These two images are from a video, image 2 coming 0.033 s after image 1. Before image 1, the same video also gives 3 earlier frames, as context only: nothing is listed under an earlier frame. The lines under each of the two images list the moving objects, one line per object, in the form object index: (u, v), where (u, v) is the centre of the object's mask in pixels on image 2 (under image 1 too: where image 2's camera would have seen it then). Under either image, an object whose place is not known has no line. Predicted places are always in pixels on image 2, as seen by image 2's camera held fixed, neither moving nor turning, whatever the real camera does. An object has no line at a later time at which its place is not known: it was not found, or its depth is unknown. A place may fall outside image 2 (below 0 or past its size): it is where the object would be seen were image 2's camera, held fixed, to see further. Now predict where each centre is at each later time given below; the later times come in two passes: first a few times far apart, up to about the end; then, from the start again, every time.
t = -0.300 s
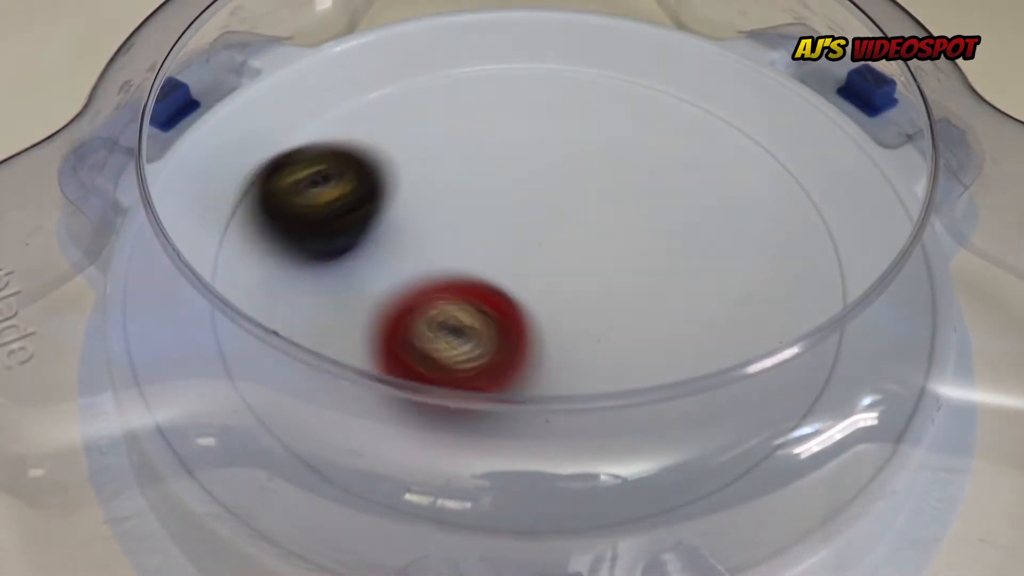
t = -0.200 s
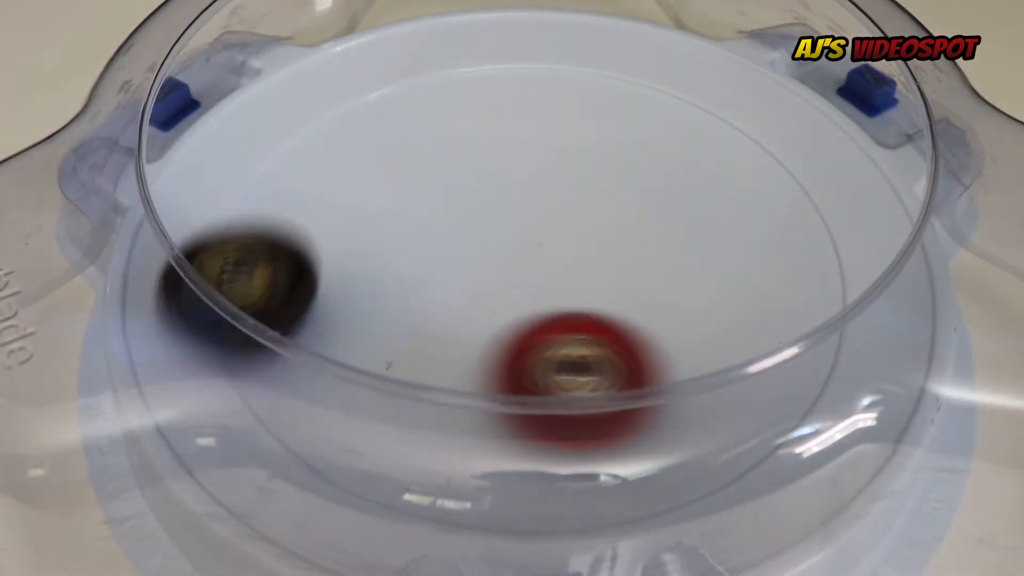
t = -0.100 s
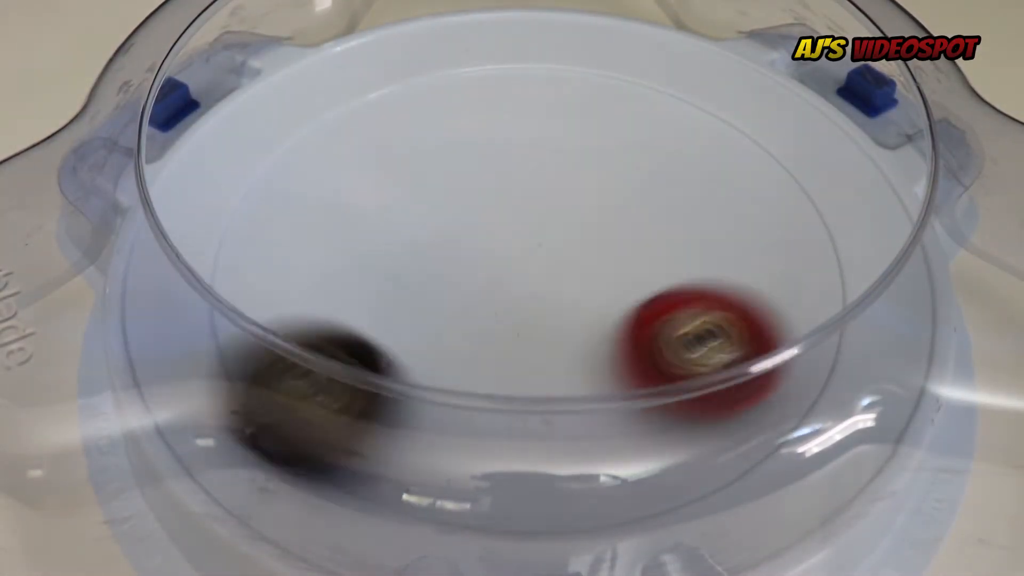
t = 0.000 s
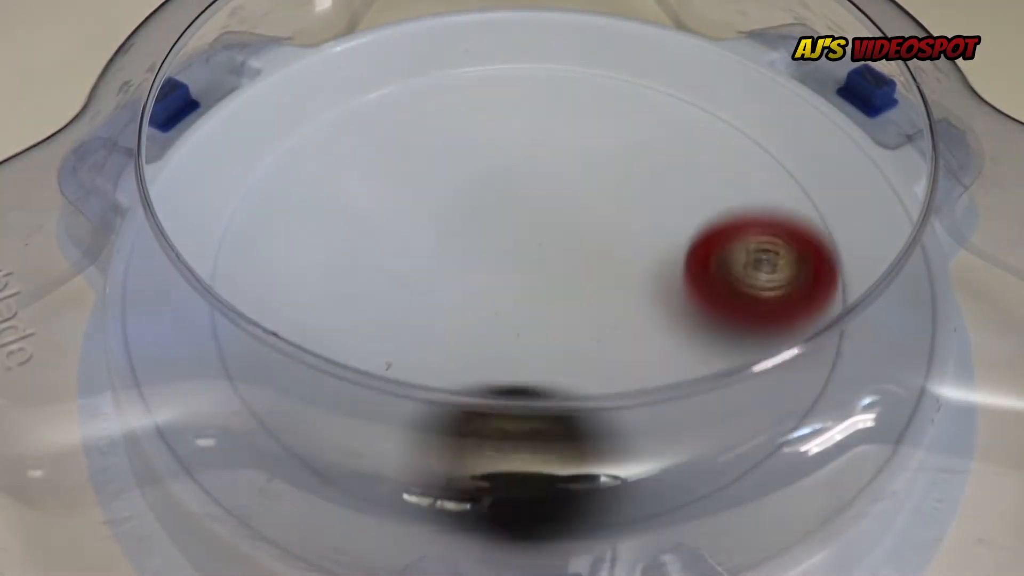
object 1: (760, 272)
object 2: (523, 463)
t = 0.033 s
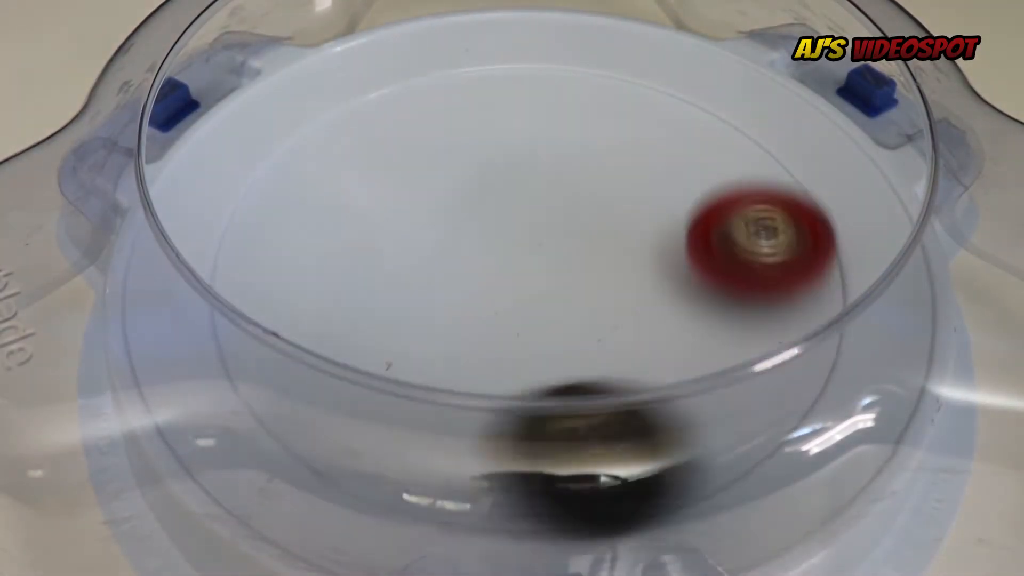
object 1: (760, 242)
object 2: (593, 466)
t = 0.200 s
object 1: (645, 137)
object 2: (773, 287)
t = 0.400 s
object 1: (426, 142)
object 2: (577, 95)
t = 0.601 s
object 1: (295, 267)
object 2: (249, 105)
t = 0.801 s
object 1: (428, 421)
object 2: (220, 319)
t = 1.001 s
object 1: (734, 341)
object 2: (579, 396)
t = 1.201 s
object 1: (809, 163)
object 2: (695, 229)
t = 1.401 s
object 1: (659, 82)
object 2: (506, 72)
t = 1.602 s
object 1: (472, 88)
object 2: (281, 134)
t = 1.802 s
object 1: (413, 230)
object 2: (331, 328)
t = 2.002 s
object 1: (576, 326)
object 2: (607, 450)
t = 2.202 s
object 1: (736, 280)
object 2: (782, 410)
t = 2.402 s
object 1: (738, 181)
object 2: (706, 312)
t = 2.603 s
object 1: (560, 171)
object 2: (505, 283)
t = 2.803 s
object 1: (414, 228)
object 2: (323, 306)
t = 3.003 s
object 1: (432, 313)
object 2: (230, 390)
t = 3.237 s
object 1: (592, 256)
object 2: (255, 375)
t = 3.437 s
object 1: (560, 153)
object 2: (404, 302)
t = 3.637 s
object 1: (473, 66)
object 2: (438, 256)
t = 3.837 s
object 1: (413, 75)
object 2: (476, 246)
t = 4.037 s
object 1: (416, 129)
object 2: (576, 276)
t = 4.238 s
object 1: (483, 151)
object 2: (740, 286)
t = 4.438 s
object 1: (594, 158)
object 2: (777, 231)
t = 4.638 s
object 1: (607, 117)
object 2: (705, 231)
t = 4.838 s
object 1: (511, 168)
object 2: (578, 275)
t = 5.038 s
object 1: (472, 169)
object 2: (426, 342)
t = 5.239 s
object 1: (456, 232)
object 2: (320, 372)
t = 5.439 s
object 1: (555, 270)
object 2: (341, 316)
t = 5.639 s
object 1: (630, 227)
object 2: (403, 246)
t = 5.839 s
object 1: (591, 188)
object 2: (449, 156)
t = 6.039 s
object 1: (552, 226)
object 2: (459, 94)
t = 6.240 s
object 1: (559, 285)
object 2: (491, 108)
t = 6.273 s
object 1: (566, 291)
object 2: (499, 116)
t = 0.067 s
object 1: (750, 214)
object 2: (672, 449)
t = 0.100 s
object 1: (733, 189)
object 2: (718, 414)
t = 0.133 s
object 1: (708, 168)
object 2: (752, 376)
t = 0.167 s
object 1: (679, 150)
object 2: (757, 316)
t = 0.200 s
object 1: (645, 137)
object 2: (773, 287)
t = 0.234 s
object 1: (609, 128)
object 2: (763, 246)
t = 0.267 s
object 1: (571, 123)
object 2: (740, 206)
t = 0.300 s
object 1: (534, 123)
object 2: (709, 171)
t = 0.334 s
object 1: (497, 126)
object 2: (671, 141)
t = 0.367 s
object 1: (460, 132)
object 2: (627, 115)
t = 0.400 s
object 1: (426, 142)
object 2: (577, 95)
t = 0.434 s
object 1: (394, 154)
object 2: (524, 78)
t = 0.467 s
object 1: (365, 172)
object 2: (466, 70)
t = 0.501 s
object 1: (340, 191)
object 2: (409, 67)
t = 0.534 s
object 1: (319, 214)
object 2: (352, 70)
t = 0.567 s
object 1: (304, 240)
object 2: (298, 84)
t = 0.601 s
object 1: (295, 267)
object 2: (249, 105)
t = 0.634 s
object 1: (301, 289)
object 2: (209, 130)
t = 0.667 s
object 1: (304, 324)
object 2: (198, 165)
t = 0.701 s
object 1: (320, 353)
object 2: (183, 201)
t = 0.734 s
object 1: (347, 383)
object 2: (184, 242)
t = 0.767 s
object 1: (384, 407)
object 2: (197, 277)
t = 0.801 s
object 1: (428, 421)
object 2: (220, 319)
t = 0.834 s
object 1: (477, 428)
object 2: (267, 367)
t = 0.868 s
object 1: (531, 416)
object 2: (327, 402)
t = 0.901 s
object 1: (584, 395)
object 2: (399, 399)
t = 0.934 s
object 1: (640, 389)
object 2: (458, 409)
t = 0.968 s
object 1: (687, 374)
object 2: (522, 414)
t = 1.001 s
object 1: (734, 341)
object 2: (579, 396)
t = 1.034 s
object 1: (762, 301)
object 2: (623, 388)
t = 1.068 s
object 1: (792, 273)
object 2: (661, 369)
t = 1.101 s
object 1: (807, 245)
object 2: (685, 330)
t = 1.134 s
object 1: (809, 217)
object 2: (704, 304)
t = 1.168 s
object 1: (810, 189)
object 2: (705, 269)
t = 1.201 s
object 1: (809, 163)
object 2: (695, 229)
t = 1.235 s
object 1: (802, 139)
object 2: (679, 195)
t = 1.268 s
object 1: (784, 120)
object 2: (657, 163)
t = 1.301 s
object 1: (754, 108)
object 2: (627, 134)
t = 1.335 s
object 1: (722, 97)
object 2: (591, 108)
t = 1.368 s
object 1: (691, 89)
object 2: (550, 87)
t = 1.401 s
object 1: (659, 82)
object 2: (506, 72)
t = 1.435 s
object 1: (627, 75)
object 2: (461, 63)
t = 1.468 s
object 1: (595, 70)
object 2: (416, 60)
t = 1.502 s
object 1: (564, 66)
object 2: (375, 63)
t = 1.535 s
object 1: (533, 67)
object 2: (340, 81)
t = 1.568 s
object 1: (501, 75)
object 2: (308, 107)
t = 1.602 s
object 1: (472, 88)
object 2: (281, 134)
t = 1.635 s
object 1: (448, 106)
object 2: (262, 161)
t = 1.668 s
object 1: (429, 128)
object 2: (253, 191)
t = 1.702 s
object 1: (416, 152)
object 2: (254, 225)
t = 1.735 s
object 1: (408, 178)
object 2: (269, 259)
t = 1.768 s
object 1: (407, 205)
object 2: (298, 289)
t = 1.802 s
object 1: (413, 230)
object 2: (331, 328)
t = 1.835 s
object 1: (428, 251)
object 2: (368, 352)
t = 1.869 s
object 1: (456, 271)
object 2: (400, 376)
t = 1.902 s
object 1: (486, 290)
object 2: (436, 405)
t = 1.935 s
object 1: (516, 306)
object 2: (500, 432)
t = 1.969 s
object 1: (546, 317)
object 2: (551, 443)
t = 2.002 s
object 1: (576, 326)
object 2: (607, 450)
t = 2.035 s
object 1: (607, 330)
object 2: (655, 451)
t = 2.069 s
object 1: (638, 328)
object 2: (697, 440)
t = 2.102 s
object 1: (668, 320)
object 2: (723, 433)
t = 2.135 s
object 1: (694, 305)
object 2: (744, 423)
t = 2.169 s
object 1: (716, 292)
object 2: (770, 420)
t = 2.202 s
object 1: (736, 280)
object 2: (782, 410)
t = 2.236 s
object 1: (752, 267)
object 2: (785, 383)
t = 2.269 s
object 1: (766, 252)
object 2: (785, 366)
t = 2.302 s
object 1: (774, 233)
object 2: (772, 352)
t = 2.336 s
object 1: (772, 214)
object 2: (753, 337)
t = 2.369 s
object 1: (759, 196)
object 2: (728, 317)
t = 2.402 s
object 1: (738, 181)
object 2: (706, 312)
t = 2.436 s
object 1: (712, 171)
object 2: (679, 303)
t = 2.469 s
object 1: (681, 166)
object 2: (649, 294)
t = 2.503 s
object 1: (649, 166)
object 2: (618, 286)
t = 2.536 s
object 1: (618, 168)
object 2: (583, 281)
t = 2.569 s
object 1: (587, 170)
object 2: (545, 280)
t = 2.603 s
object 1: (560, 171)
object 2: (505, 283)
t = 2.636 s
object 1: (532, 176)
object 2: (467, 286)
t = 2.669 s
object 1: (505, 183)
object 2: (435, 288)
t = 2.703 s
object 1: (479, 193)
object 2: (403, 292)
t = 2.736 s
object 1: (455, 203)
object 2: (374, 298)
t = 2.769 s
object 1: (434, 215)
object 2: (345, 304)
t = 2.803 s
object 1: (414, 228)
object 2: (323, 306)
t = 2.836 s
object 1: (397, 242)
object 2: (292, 326)
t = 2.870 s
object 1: (387, 258)
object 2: (266, 347)
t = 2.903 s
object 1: (381, 274)
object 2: (258, 352)
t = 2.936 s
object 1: (388, 288)
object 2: (249, 364)
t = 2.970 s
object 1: (408, 301)
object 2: (235, 384)
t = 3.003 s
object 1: (432, 313)
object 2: (230, 390)
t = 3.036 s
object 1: (459, 318)
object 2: (225, 394)
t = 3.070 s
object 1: (489, 319)
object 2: (220, 396)
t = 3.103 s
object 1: (519, 314)
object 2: (220, 396)
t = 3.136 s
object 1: (544, 304)
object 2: (223, 395)
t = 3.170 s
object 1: (565, 290)
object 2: (230, 393)
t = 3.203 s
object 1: (581, 274)
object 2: (238, 389)
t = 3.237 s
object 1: (592, 256)
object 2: (255, 375)
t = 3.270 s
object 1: (598, 237)
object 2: (272, 367)
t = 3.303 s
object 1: (599, 218)
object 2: (296, 362)
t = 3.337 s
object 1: (595, 199)
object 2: (329, 344)
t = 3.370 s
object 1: (588, 182)
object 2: (358, 323)
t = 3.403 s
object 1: (576, 167)
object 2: (381, 316)
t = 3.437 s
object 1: (560, 153)
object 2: (404, 302)
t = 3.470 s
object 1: (542, 143)
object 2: (424, 283)
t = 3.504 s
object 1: (520, 135)
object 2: (440, 263)
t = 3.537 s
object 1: (497, 131)
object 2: (454, 241)
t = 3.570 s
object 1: (482, 113)
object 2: (453, 238)
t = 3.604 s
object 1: (478, 87)
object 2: (444, 249)
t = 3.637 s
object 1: (473, 66)
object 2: (438, 256)
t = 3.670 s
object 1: (465, 52)
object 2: (439, 259)
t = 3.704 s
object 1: (454, 45)
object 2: (443, 259)
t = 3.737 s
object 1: (442, 43)
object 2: (450, 257)
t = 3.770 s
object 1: (431, 50)
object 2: (458, 254)
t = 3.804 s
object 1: (422, 61)
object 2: (467, 250)
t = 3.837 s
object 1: (413, 75)
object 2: (476, 246)
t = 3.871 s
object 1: (405, 90)
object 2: (485, 241)
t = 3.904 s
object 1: (403, 107)
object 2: (494, 236)
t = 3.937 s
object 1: (407, 126)
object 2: (502, 230)
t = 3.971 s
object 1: (417, 142)
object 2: (511, 228)
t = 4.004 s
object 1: (416, 134)
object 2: (545, 255)
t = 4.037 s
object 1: (416, 129)
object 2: (576, 276)
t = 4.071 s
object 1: (420, 129)
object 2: (606, 289)
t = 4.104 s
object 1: (428, 131)
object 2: (636, 297)
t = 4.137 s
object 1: (437, 136)
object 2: (665, 299)
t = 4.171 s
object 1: (450, 141)
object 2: (693, 297)
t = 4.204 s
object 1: (466, 146)
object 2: (719, 293)
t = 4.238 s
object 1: (483, 151)
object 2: (740, 286)
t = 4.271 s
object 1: (502, 155)
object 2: (757, 277)
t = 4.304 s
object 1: (521, 158)
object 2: (771, 267)
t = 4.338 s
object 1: (540, 159)
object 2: (779, 257)
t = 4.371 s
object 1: (559, 160)
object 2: (783, 248)
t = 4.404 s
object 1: (577, 159)
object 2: (782, 239)
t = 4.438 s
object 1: (594, 158)
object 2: (777, 231)
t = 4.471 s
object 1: (609, 156)
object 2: (769, 224)
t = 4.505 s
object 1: (622, 153)
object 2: (757, 218)
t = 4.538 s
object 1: (631, 149)
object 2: (744, 213)
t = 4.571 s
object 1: (629, 136)
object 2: (734, 218)
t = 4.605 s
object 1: (620, 124)
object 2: (720, 225)
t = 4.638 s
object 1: (607, 117)
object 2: (705, 231)
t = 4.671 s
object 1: (589, 115)
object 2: (688, 236)
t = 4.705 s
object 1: (571, 118)
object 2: (669, 243)
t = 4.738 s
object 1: (552, 126)
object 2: (649, 250)
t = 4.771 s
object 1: (536, 137)
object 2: (625, 258)
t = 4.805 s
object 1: (522, 152)
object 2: (602, 266)
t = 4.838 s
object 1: (511, 168)
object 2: (578, 275)
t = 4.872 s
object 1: (504, 173)
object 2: (554, 291)
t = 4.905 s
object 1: (497, 171)
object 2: (527, 313)
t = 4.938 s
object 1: (488, 167)
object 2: (499, 329)
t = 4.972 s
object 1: (483, 165)
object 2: (474, 336)
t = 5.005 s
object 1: (479, 166)
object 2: (448, 340)
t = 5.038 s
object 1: (472, 169)
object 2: (426, 342)
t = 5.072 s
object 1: (461, 174)
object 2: (401, 356)
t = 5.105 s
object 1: (452, 182)
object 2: (380, 361)
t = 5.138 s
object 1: (446, 193)
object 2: (362, 365)
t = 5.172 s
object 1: (445, 205)
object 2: (346, 367)
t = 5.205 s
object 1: (449, 219)
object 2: (335, 362)
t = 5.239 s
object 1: (456, 232)
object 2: (320, 372)
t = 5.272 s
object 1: (468, 243)
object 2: (314, 369)
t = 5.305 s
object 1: (482, 253)
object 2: (318, 351)
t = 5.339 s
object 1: (499, 261)
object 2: (316, 353)
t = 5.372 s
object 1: (517, 267)
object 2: (321, 345)
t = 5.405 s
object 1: (536, 270)
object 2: (329, 335)
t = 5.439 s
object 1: (555, 270)
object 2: (341, 316)
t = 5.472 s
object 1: (573, 269)
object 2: (348, 311)
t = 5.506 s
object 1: (591, 264)
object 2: (357, 303)
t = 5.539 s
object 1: (606, 258)
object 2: (368, 291)
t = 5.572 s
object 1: (618, 249)
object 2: (380, 277)
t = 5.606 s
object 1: (627, 238)
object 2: (391, 262)
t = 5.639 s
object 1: (630, 227)
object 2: (403, 246)
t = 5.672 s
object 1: (629, 216)
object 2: (415, 231)
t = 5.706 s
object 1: (622, 205)
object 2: (428, 216)
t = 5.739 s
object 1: (612, 197)
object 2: (440, 201)
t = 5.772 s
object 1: (598, 190)
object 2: (452, 187)
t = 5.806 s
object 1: (595, 188)
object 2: (451, 170)
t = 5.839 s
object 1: (591, 188)
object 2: (449, 156)
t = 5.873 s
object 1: (586, 189)
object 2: (449, 142)
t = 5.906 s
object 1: (579, 193)
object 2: (451, 129)
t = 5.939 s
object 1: (572, 198)
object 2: (452, 117)
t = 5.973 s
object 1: (564, 206)
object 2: (454, 107)
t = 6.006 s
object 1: (558, 216)
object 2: (456, 100)
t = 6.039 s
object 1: (552, 226)
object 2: (459, 94)
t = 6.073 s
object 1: (549, 237)
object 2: (463, 91)
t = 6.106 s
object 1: (547, 247)
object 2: (467, 91)
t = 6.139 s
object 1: (547, 258)
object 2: (472, 93)
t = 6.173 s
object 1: (550, 268)
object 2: (478, 97)
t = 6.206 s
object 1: (554, 278)
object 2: (484, 102)
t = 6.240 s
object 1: (559, 285)
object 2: (491, 108)
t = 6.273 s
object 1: (566, 291)
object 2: (499, 116)
